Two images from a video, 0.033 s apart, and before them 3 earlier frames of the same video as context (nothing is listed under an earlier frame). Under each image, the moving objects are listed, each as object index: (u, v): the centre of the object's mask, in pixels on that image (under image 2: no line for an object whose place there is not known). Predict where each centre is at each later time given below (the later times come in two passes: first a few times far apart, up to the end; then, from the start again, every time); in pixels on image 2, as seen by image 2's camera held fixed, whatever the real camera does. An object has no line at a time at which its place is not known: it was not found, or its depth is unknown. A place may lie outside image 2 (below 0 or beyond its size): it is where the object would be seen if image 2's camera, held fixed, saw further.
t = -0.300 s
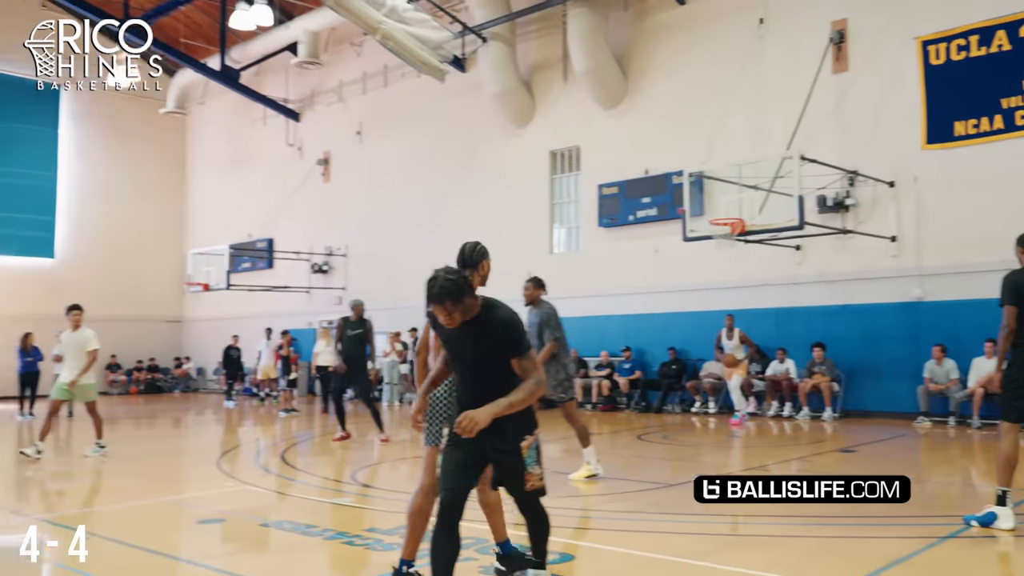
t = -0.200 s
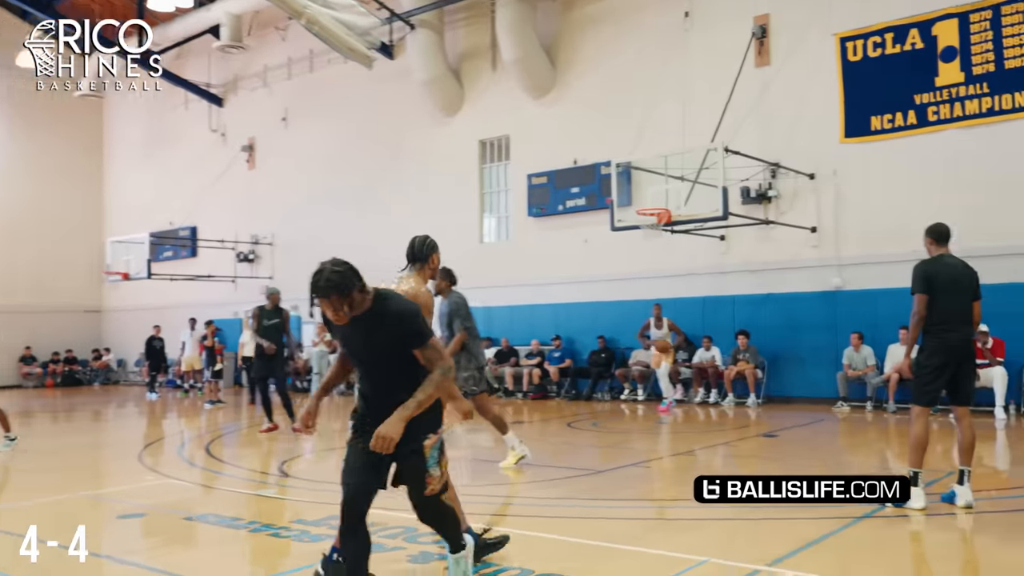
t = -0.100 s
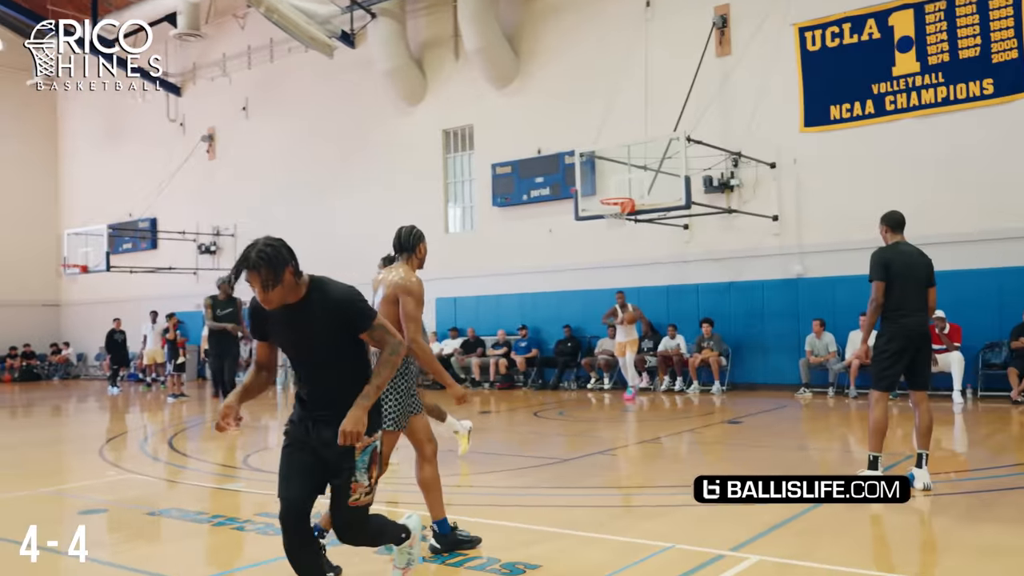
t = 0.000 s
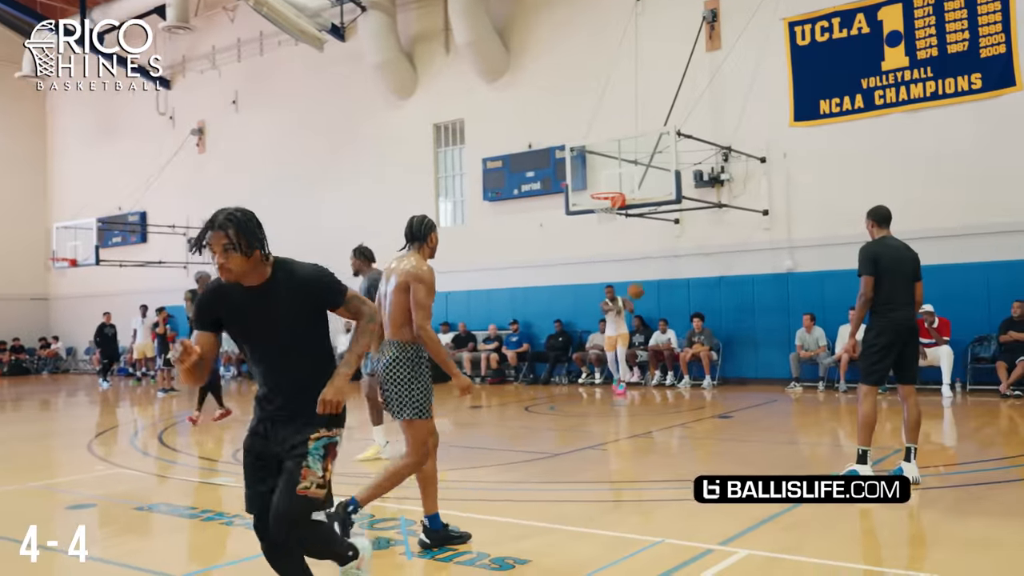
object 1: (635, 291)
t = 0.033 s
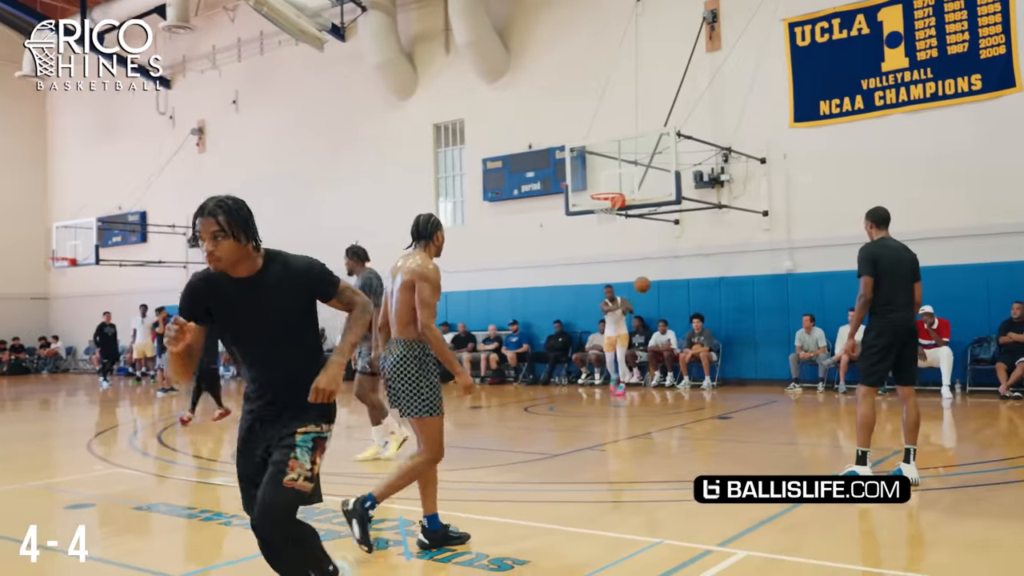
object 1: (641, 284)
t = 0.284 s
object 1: (696, 249)
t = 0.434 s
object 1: (743, 246)
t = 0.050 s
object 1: (645, 281)
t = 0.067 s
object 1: (648, 278)
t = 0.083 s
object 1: (651, 275)
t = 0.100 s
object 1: (654, 272)
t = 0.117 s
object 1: (657, 270)
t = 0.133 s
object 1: (661, 266)
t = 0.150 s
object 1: (664, 264)
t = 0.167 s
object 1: (668, 262)
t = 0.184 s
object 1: (672, 259)
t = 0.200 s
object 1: (675, 257)
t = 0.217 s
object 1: (679, 255)
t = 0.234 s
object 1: (683, 253)
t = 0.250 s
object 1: (687, 252)
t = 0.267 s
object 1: (692, 250)
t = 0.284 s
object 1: (696, 249)
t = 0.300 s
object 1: (701, 248)
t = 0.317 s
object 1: (705, 247)
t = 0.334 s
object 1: (710, 246)
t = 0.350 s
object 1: (715, 245)
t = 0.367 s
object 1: (720, 245)
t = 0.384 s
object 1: (725, 245)
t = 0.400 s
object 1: (730, 245)
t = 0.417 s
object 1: (736, 246)
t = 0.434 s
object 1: (743, 246)
